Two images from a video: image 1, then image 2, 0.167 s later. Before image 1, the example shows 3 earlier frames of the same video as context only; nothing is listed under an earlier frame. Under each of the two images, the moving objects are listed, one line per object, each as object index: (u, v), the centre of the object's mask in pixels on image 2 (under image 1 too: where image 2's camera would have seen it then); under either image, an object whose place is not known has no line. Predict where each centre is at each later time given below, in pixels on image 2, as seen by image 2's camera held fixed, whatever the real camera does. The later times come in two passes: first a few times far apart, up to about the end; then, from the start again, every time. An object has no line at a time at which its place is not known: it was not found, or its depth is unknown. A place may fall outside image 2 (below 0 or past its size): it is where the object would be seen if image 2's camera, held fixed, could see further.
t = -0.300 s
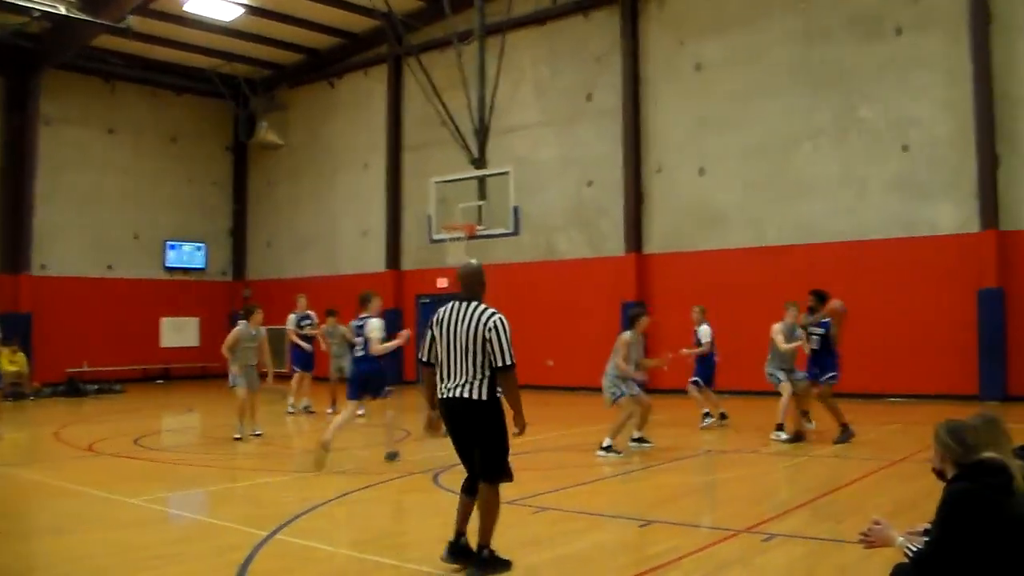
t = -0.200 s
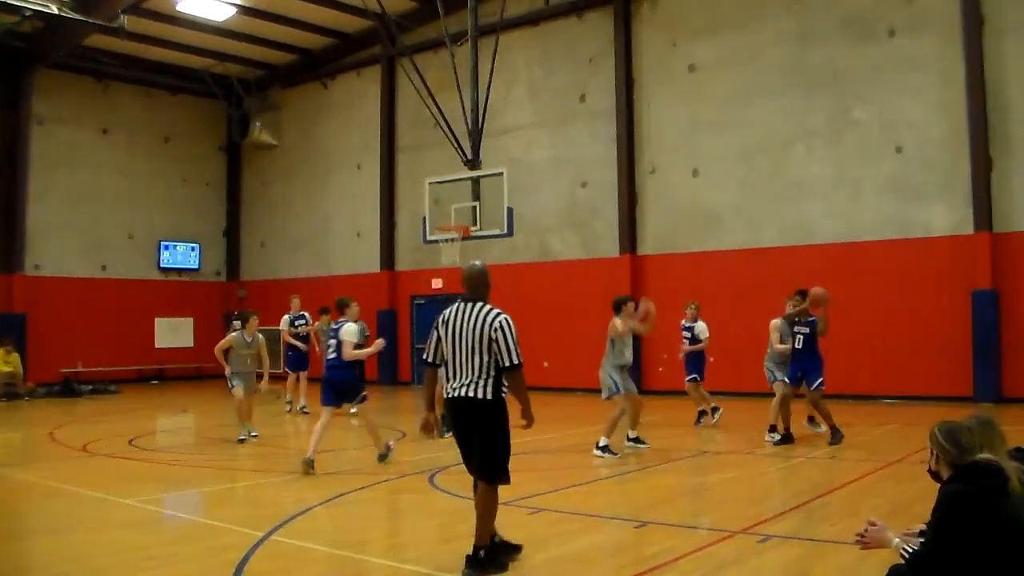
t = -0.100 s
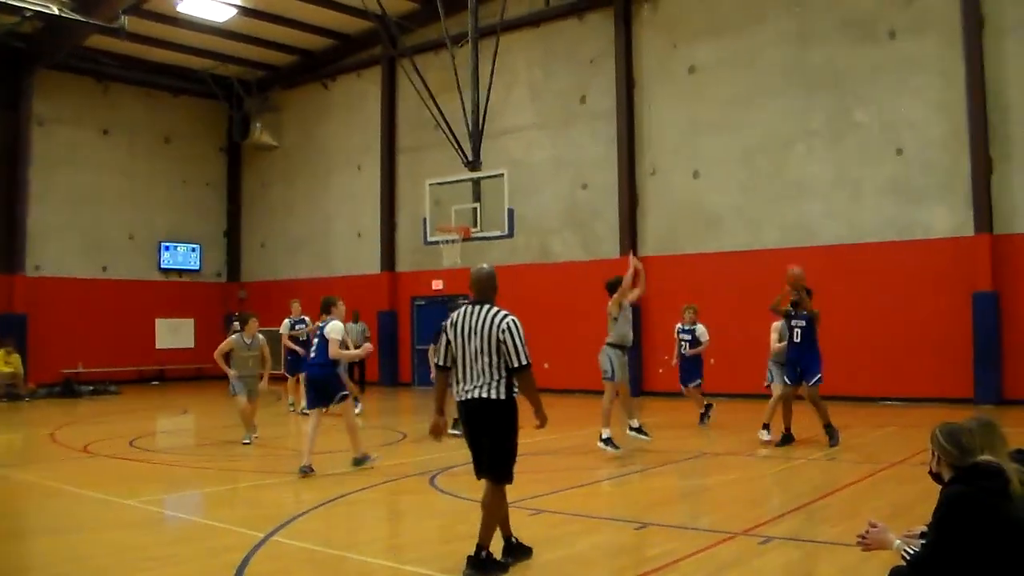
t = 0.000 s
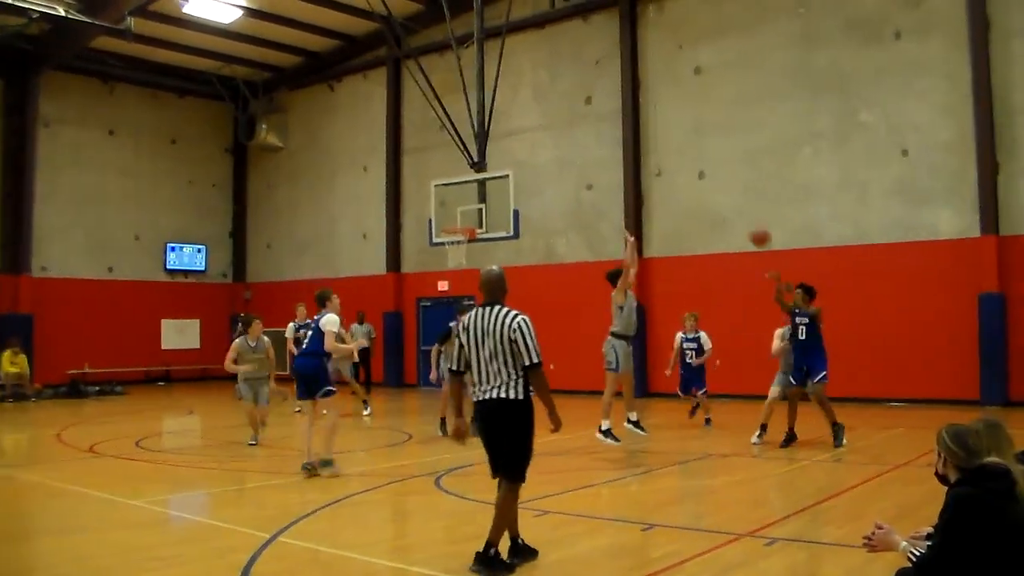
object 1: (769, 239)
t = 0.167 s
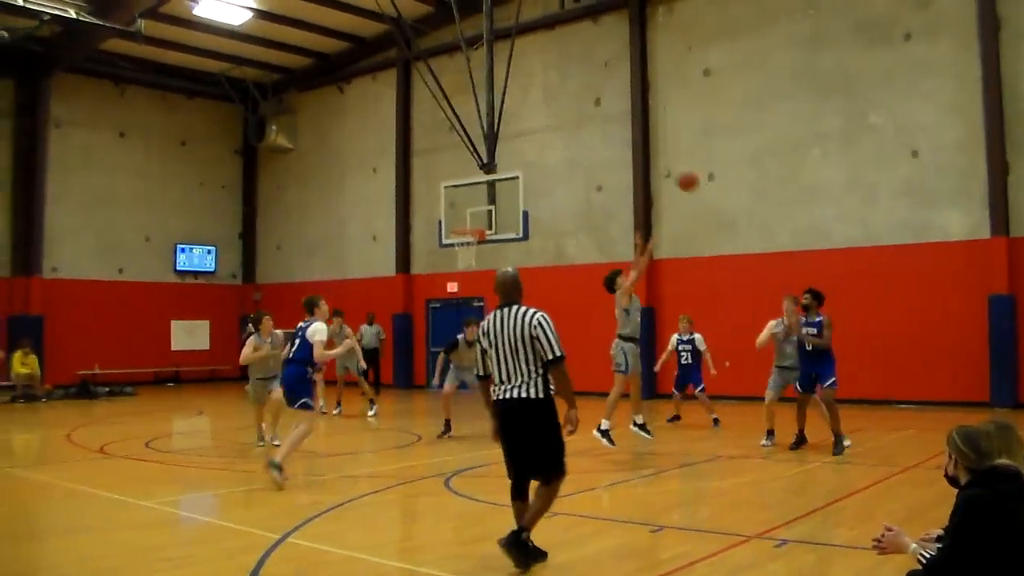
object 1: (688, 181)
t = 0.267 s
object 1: (636, 154)
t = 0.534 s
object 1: (481, 129)
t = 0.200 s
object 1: (670, 172)
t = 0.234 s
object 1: (650, 161)
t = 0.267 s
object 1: (636, 154)
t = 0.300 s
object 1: (617, 149)
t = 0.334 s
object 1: (598, 144)
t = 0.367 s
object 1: (579, 139)
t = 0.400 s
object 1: (560, 135)
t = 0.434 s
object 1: (541, 133)
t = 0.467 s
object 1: (521, 131)
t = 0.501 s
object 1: (500, 129)
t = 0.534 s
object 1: (481, 129)
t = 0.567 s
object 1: (459, 132)
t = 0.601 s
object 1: (440, 135)
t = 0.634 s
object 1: (416, 139)
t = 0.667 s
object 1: (398, 144)
